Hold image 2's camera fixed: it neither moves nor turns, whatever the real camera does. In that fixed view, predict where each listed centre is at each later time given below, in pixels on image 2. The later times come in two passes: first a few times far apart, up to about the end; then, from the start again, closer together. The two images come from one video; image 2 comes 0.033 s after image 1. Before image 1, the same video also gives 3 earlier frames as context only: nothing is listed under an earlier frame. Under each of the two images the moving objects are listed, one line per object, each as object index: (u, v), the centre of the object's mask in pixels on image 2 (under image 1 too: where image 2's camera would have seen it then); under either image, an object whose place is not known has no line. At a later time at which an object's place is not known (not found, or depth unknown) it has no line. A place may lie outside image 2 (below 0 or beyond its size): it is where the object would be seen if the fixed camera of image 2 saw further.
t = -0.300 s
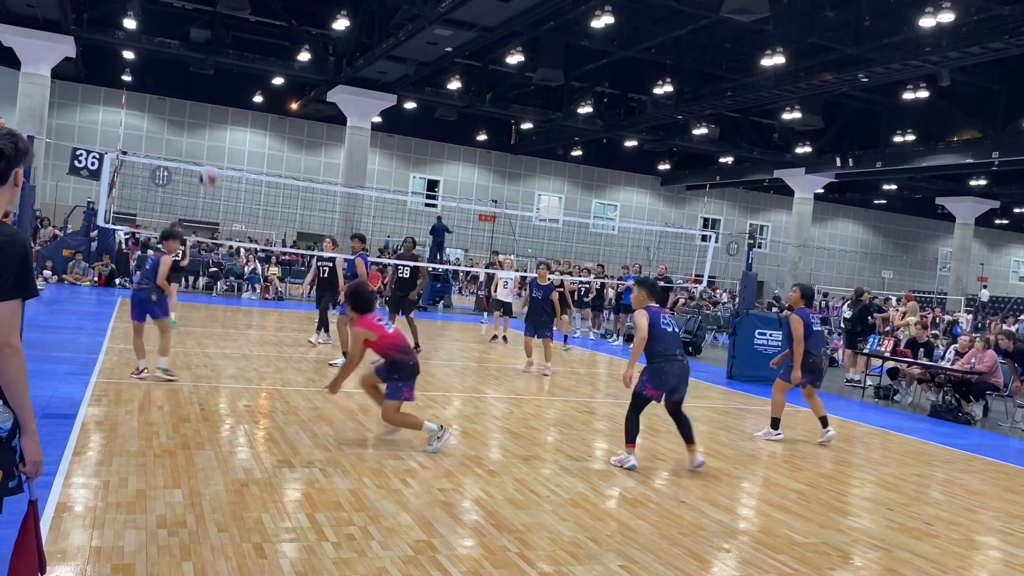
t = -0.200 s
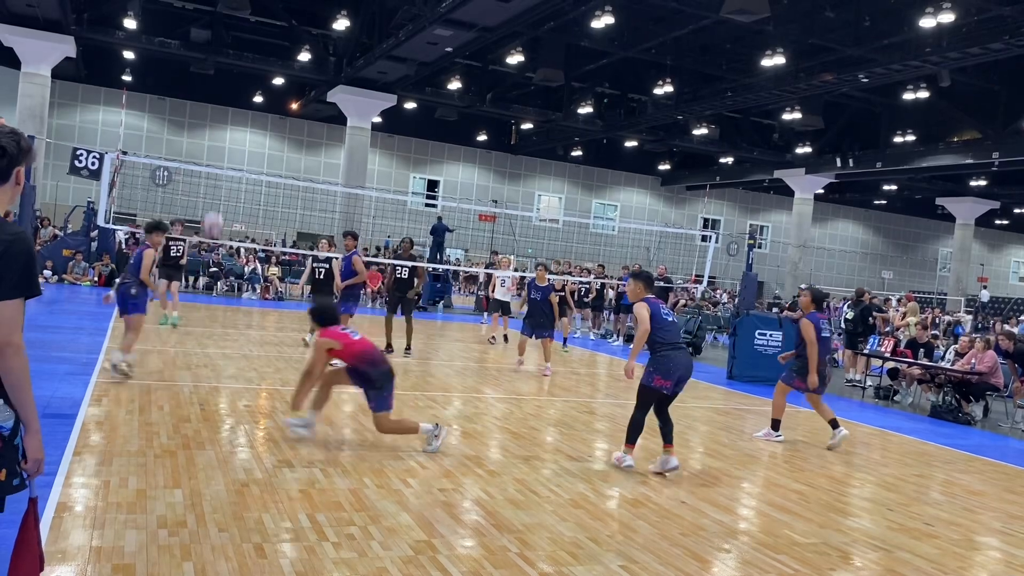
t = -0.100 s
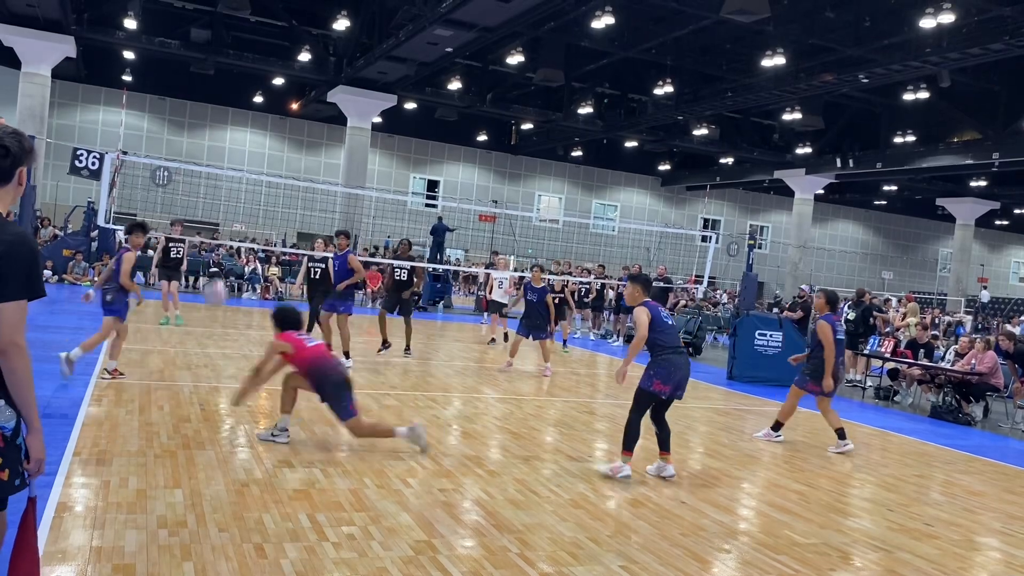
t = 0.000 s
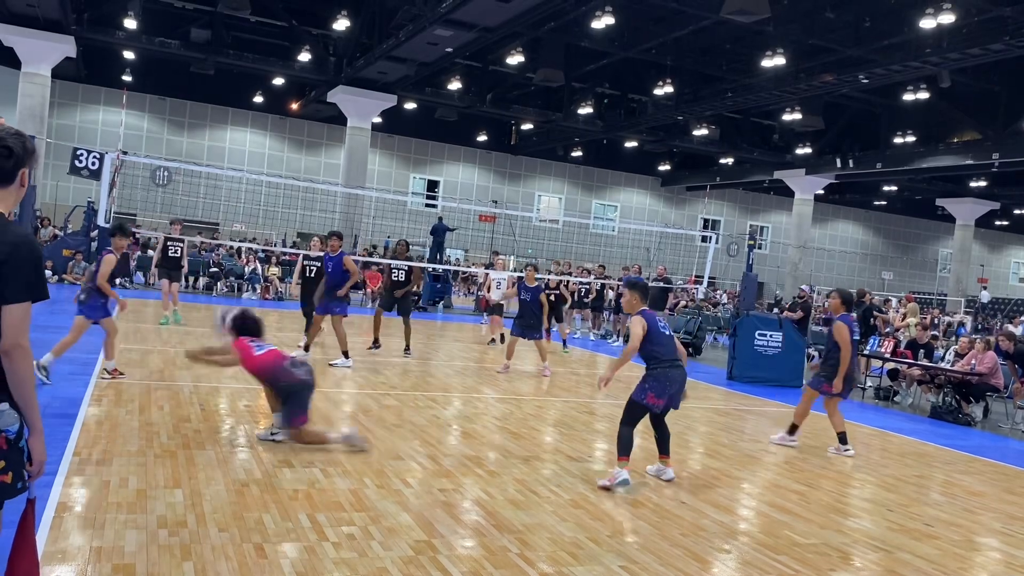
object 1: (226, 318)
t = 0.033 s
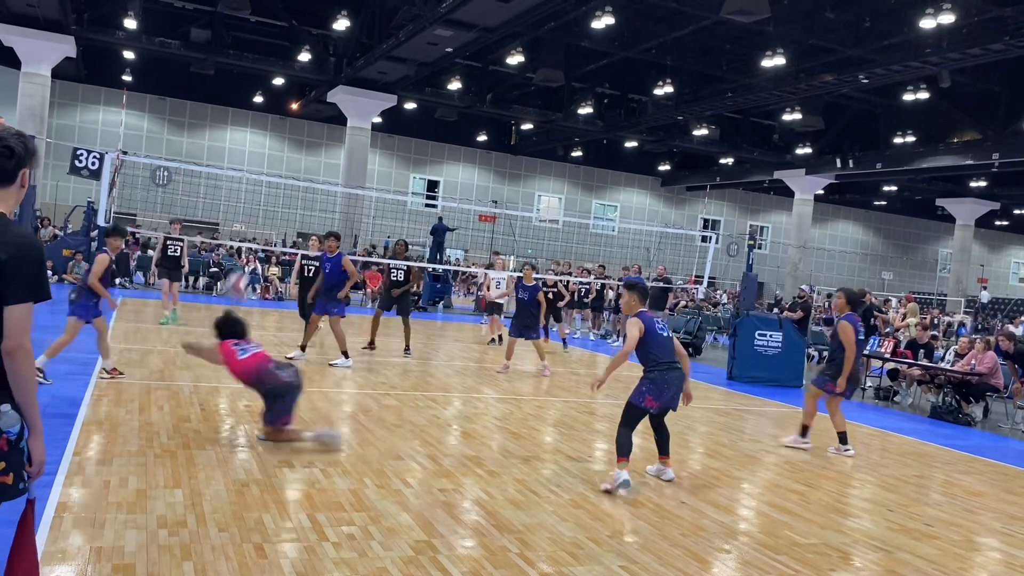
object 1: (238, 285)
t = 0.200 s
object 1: (286, 154)
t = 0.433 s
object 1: (341, 48)
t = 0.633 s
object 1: (379, 13)
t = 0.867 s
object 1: (415, 23)
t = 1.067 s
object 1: (439, 66)
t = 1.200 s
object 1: (452, 109)
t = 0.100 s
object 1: (258, 228)
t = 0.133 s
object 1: (268, 201)
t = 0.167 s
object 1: (277, 177)
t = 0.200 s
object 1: (286, 154)
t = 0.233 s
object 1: (294, 133)
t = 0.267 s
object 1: (302, 116)
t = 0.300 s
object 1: (311, 99)
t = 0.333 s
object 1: (318, 85)
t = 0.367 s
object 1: (326, 71)
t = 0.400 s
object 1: (333, 59)
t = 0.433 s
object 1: (341, 48)
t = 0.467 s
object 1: (348, 40)
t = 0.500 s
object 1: (355, 32)
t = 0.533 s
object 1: (361, 25)
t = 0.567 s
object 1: (367, 20)
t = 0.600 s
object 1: (373, 16)
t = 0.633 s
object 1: (379, 13)
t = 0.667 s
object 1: (385, 11)
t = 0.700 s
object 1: (391, 11)
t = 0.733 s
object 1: (396, 11)
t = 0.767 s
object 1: (401, 13)
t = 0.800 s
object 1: (406, 15)
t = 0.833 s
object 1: (410, 18)
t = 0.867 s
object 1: (415, 23)
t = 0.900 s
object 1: (419, 28)
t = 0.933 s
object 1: (424, 34)
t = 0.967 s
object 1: (428, 41)
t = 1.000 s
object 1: (431, 48)
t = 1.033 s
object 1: (435, 57)
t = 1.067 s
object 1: (439, 66)
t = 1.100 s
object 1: (442, 75)
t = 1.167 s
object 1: (449, 98)
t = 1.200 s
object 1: (452, 109)
